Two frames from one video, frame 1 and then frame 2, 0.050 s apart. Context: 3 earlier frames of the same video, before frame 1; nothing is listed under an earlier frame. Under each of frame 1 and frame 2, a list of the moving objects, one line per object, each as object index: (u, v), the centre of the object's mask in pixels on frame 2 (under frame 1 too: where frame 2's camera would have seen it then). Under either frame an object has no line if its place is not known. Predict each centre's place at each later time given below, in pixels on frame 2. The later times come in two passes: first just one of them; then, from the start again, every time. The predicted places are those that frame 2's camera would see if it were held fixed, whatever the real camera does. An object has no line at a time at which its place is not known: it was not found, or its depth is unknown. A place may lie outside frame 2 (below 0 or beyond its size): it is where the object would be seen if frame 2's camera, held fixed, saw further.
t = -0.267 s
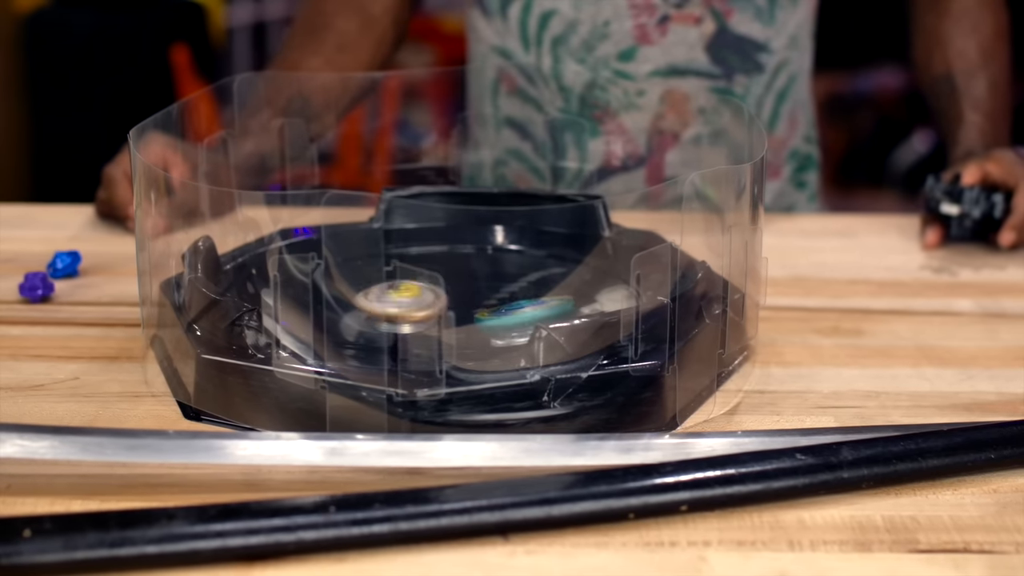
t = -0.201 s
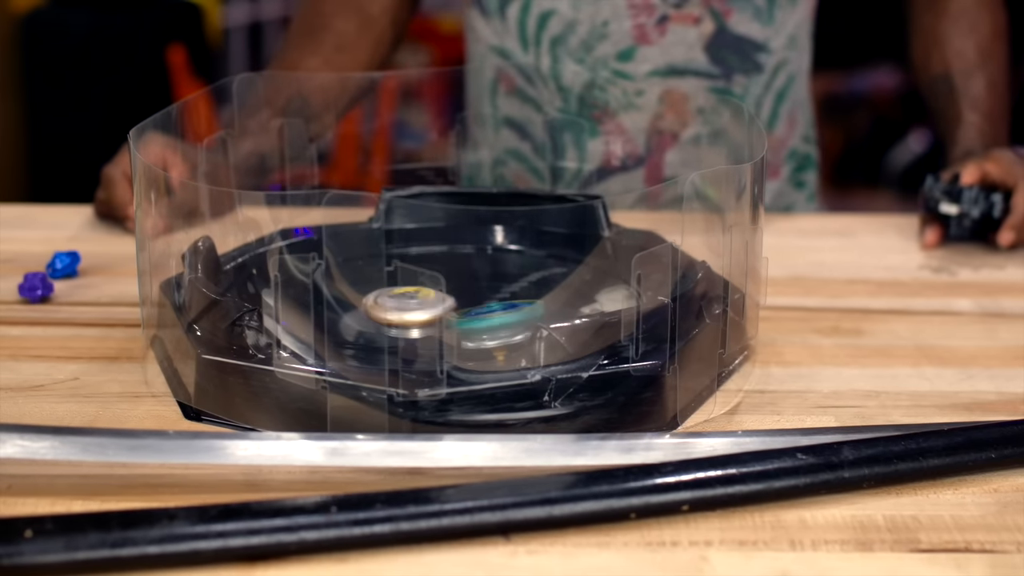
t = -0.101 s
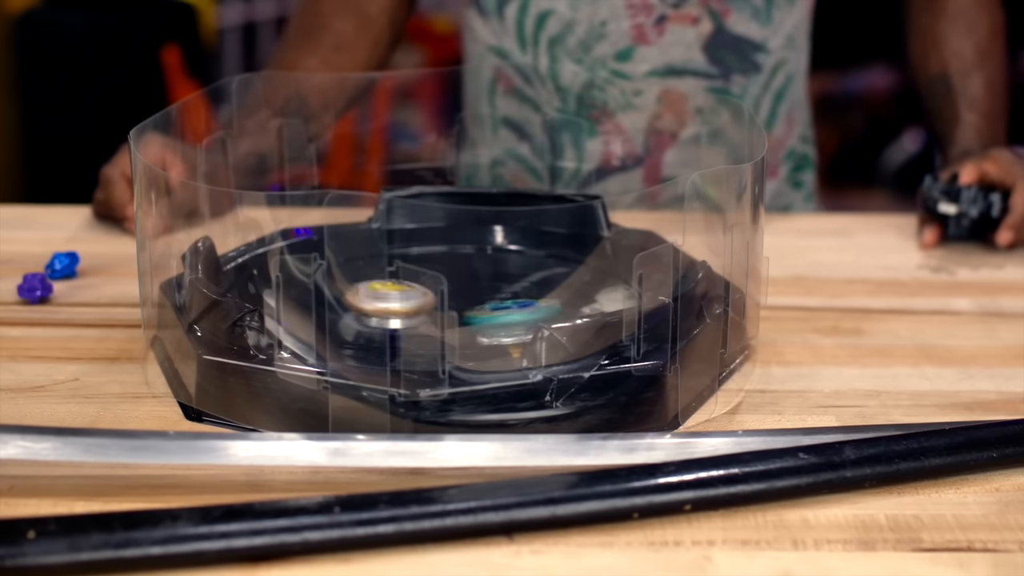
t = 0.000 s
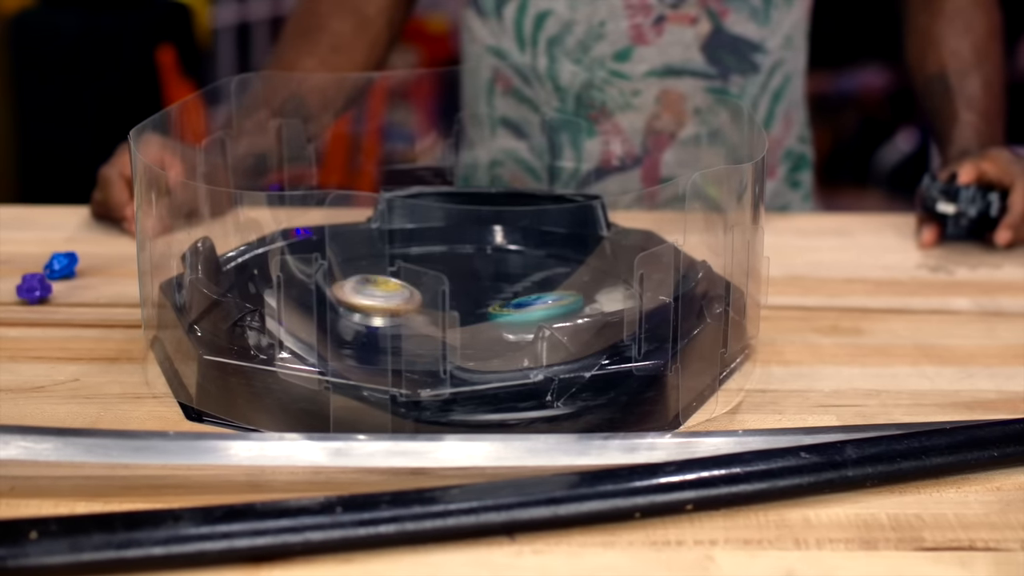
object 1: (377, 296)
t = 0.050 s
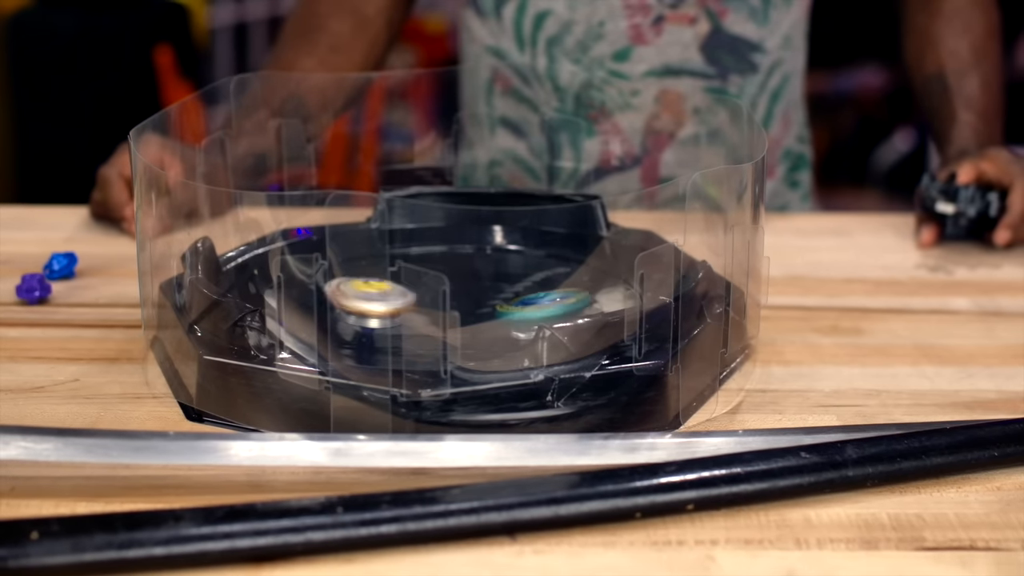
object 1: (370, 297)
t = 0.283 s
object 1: (409, 306)
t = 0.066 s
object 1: (371, 298)
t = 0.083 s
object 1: (372, 299)
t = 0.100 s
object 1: (374, 300)
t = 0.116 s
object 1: (376, 301)
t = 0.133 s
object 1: (376, 301)
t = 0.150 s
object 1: (380, 303)
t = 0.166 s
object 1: (382, 304)
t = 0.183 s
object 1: (388, 304)
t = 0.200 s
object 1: (393, 305)
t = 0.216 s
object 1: (396, 306)
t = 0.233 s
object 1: (400, 306)
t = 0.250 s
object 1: (401, 306)
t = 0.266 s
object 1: (405, 306)
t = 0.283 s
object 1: (409, 306)
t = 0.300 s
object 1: (415, 306)
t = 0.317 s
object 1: (418, 306)
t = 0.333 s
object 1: (417, 305)
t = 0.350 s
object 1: (415, 304)
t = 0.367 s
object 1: (415, 303)
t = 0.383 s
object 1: (418, 303)
